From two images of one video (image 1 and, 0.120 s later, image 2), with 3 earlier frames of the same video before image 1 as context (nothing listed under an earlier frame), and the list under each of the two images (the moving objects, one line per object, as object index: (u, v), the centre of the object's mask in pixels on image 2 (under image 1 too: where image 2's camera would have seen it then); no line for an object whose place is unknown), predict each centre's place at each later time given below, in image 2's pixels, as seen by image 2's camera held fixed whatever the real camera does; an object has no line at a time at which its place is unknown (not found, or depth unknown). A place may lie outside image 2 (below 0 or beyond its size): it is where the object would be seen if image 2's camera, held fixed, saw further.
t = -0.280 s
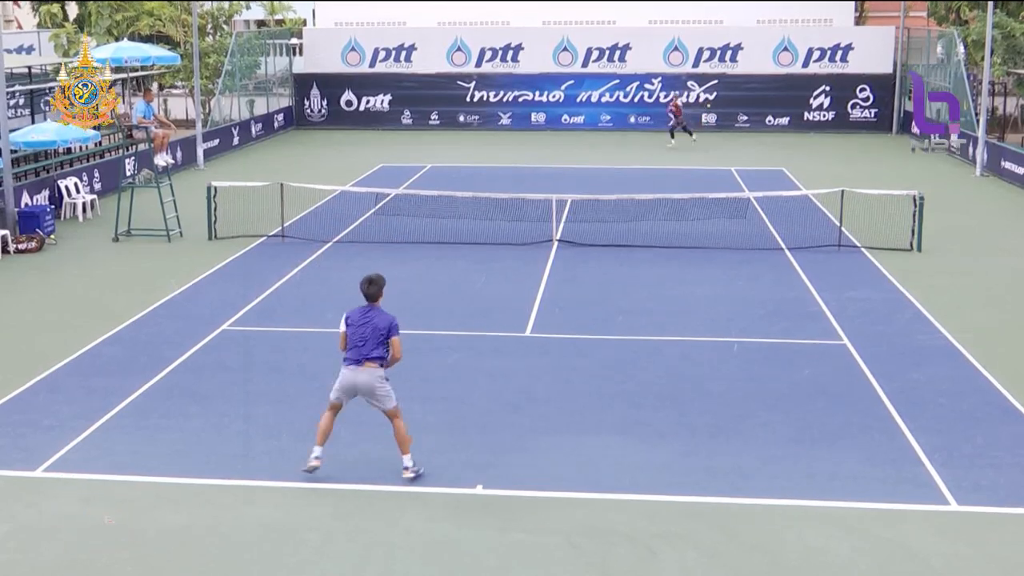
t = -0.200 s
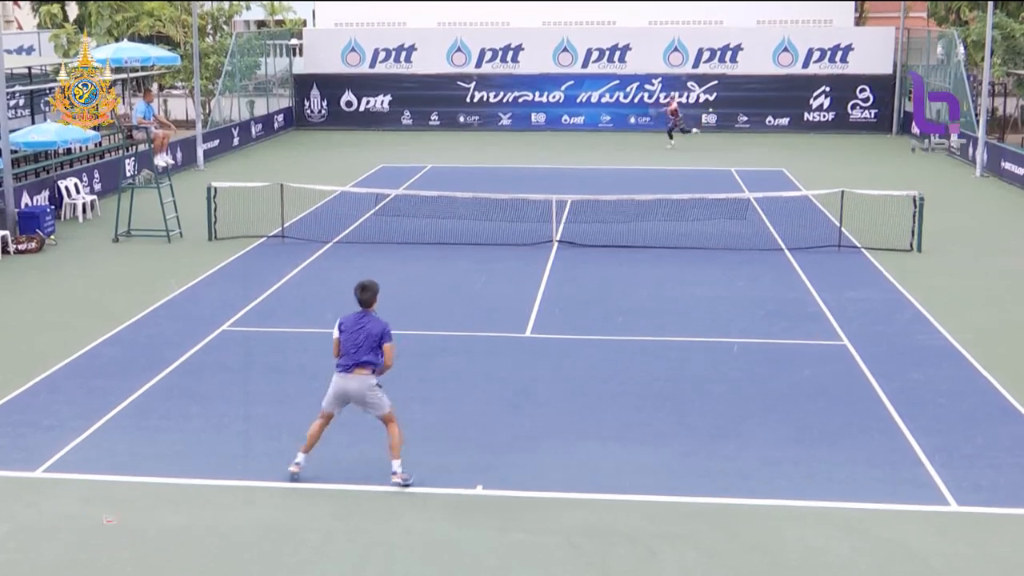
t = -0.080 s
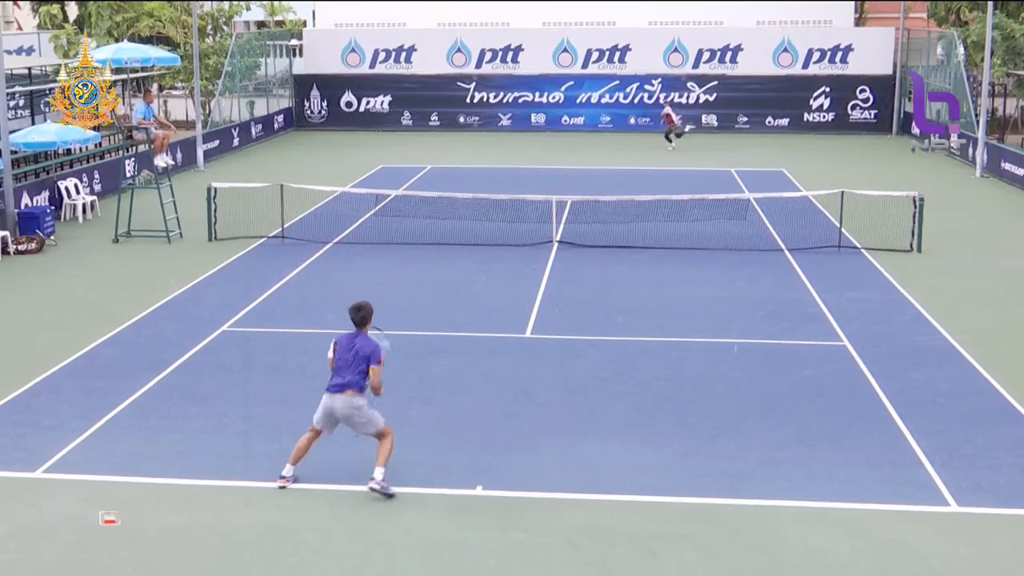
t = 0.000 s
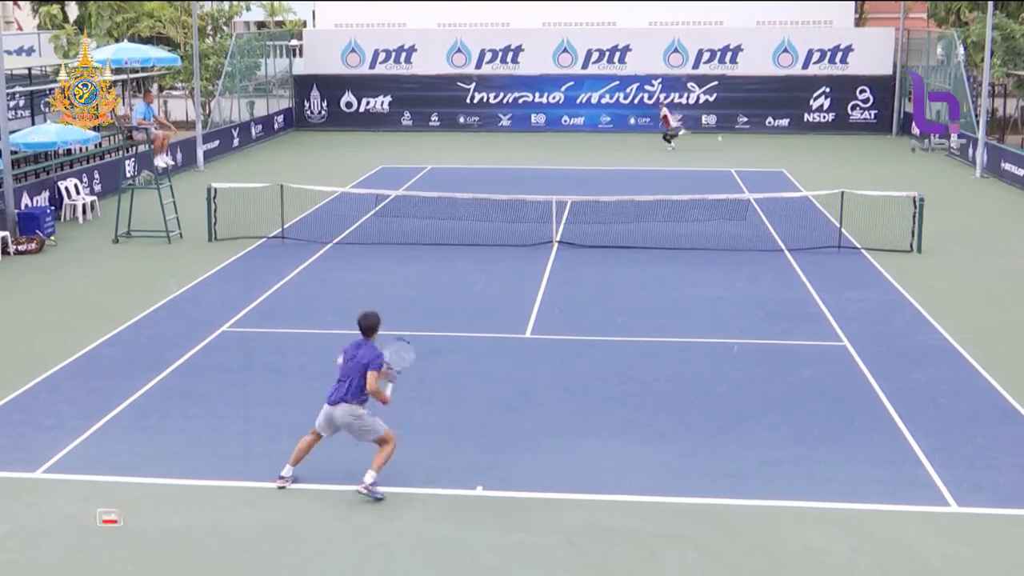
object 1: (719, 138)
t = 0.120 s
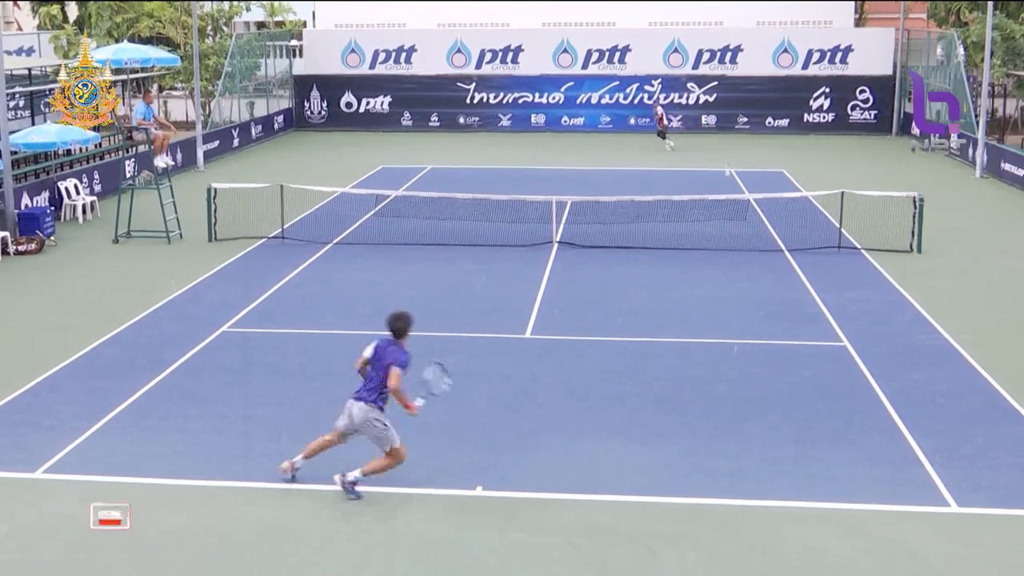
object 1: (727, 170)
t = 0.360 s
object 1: (754, 297)
